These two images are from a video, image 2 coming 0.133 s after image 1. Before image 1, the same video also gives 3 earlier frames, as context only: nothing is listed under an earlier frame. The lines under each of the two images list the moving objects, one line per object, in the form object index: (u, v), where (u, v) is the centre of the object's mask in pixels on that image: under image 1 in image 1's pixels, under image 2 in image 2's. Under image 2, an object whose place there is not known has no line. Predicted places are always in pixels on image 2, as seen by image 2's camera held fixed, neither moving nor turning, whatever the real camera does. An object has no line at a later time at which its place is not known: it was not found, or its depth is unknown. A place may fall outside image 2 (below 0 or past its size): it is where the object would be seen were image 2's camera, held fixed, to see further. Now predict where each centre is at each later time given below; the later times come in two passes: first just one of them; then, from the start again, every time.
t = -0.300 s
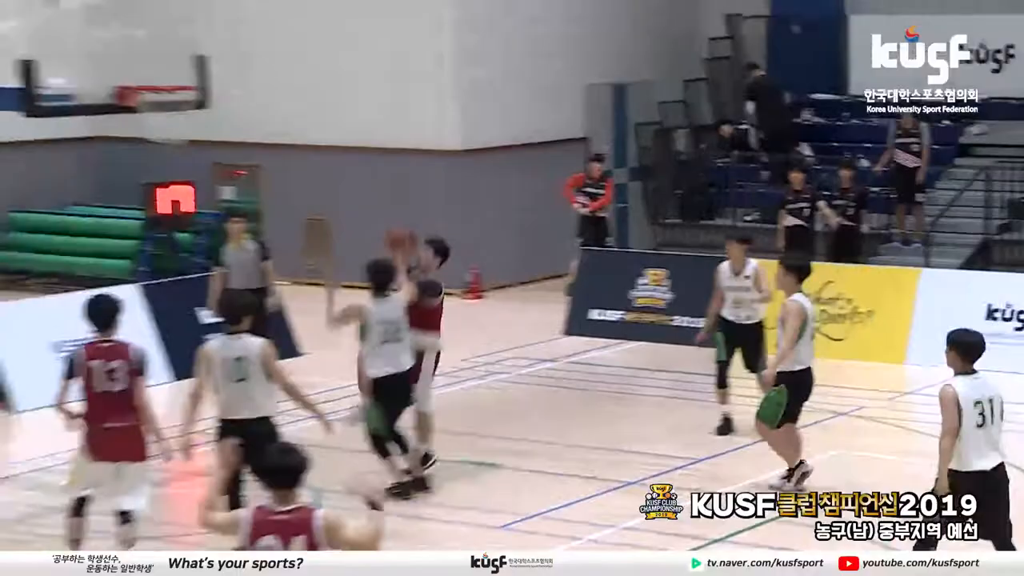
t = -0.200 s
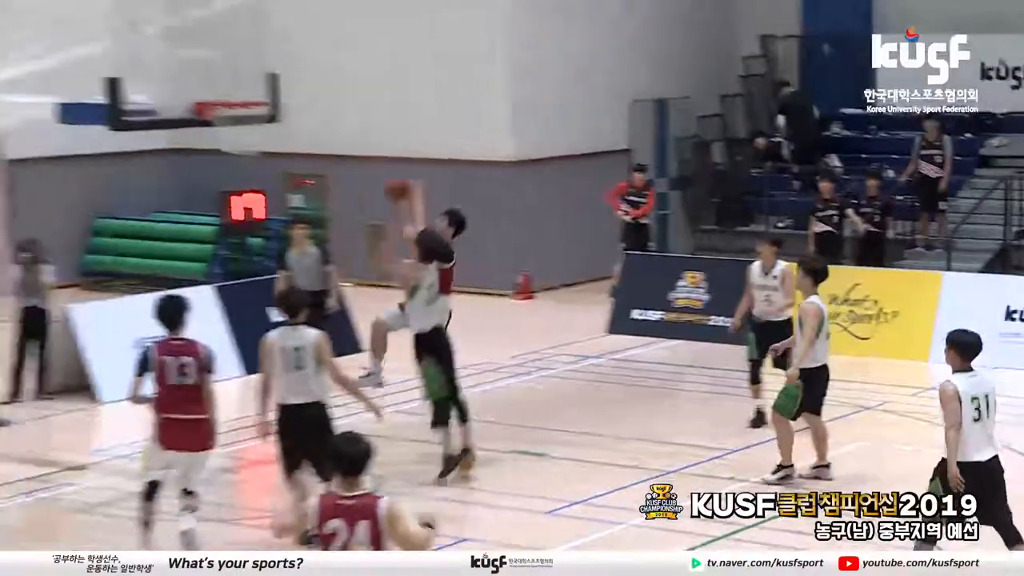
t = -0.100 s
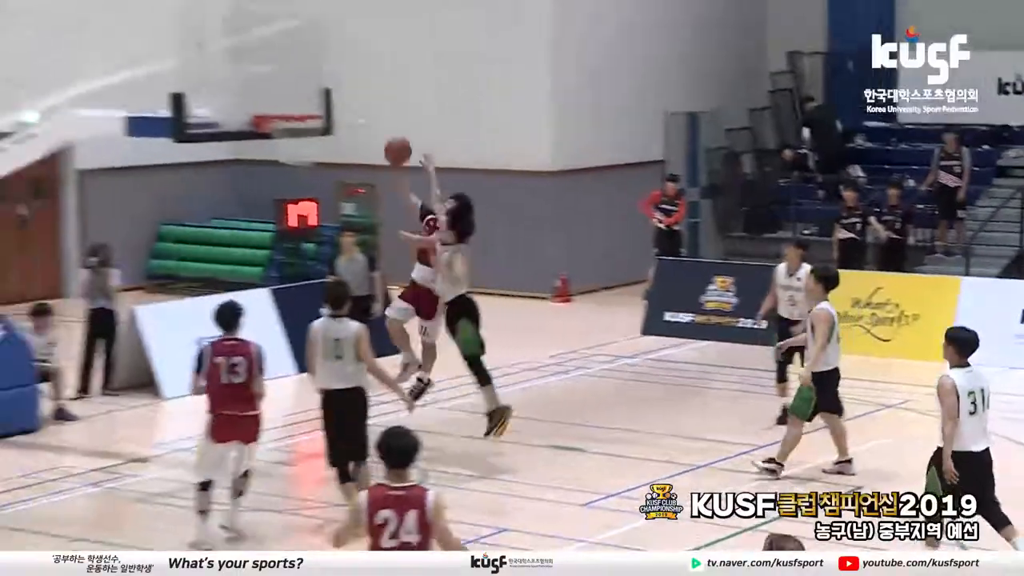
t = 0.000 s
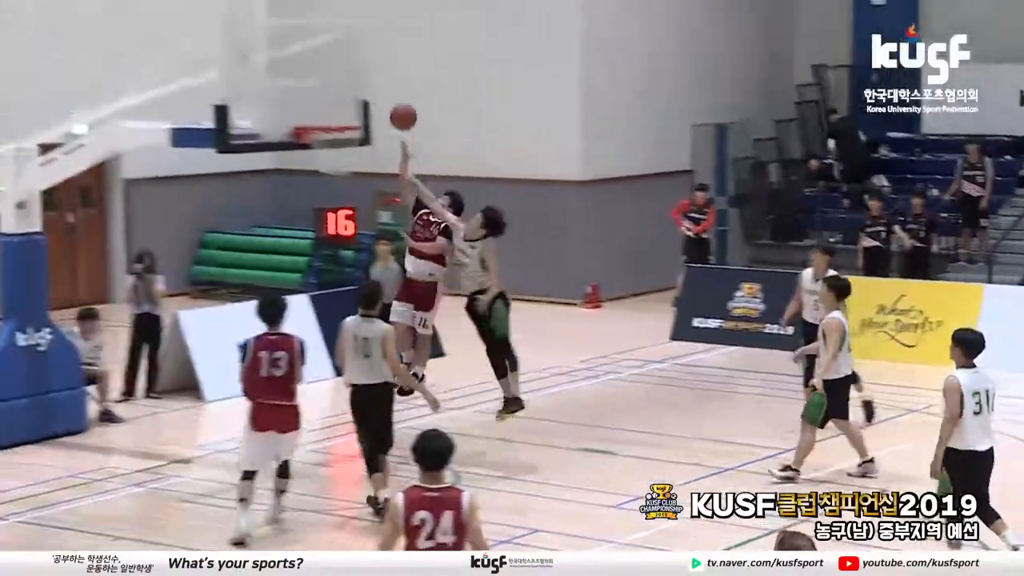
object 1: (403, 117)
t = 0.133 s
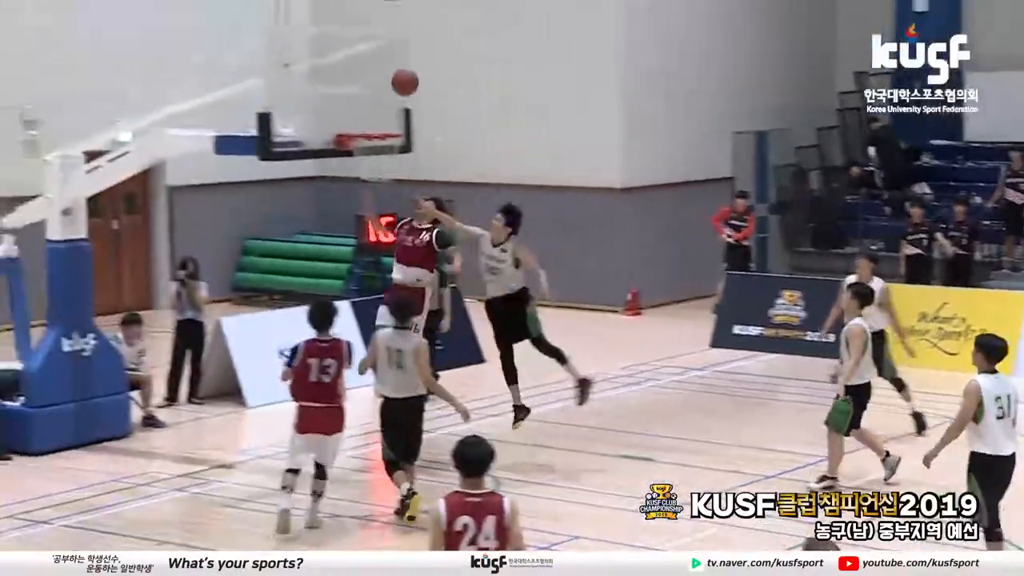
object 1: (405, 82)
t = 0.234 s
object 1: (394, 64)
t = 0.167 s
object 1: (396, 74)
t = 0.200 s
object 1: (394, 69)
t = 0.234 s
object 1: (394, 64)
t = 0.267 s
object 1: (394, 61)
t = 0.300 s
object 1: (394, 59)
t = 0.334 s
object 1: (393, 58)
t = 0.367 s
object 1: (393, 58)
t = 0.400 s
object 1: (392, 60)
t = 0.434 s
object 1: (392, 63)
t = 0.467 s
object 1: (392, 67)
